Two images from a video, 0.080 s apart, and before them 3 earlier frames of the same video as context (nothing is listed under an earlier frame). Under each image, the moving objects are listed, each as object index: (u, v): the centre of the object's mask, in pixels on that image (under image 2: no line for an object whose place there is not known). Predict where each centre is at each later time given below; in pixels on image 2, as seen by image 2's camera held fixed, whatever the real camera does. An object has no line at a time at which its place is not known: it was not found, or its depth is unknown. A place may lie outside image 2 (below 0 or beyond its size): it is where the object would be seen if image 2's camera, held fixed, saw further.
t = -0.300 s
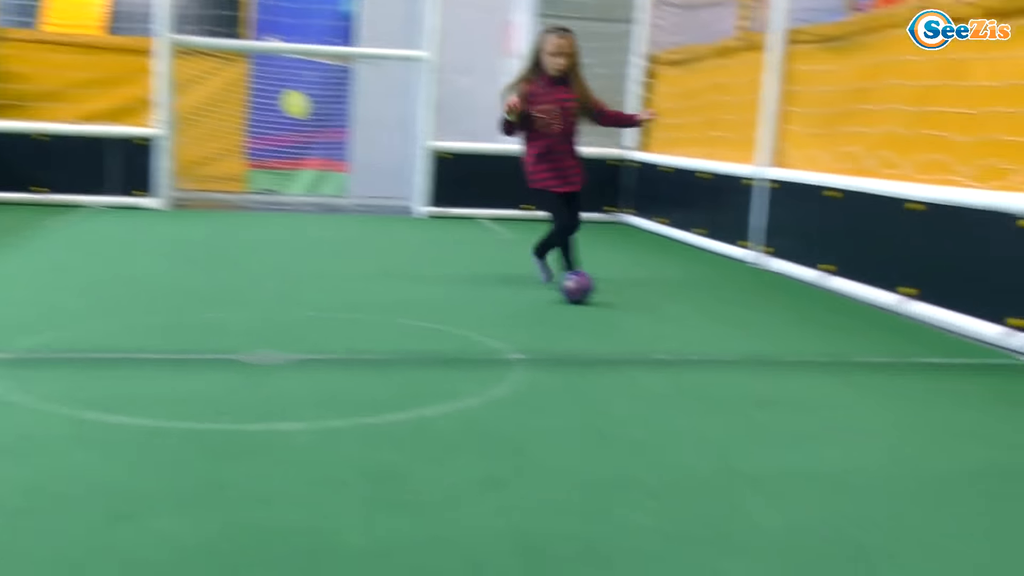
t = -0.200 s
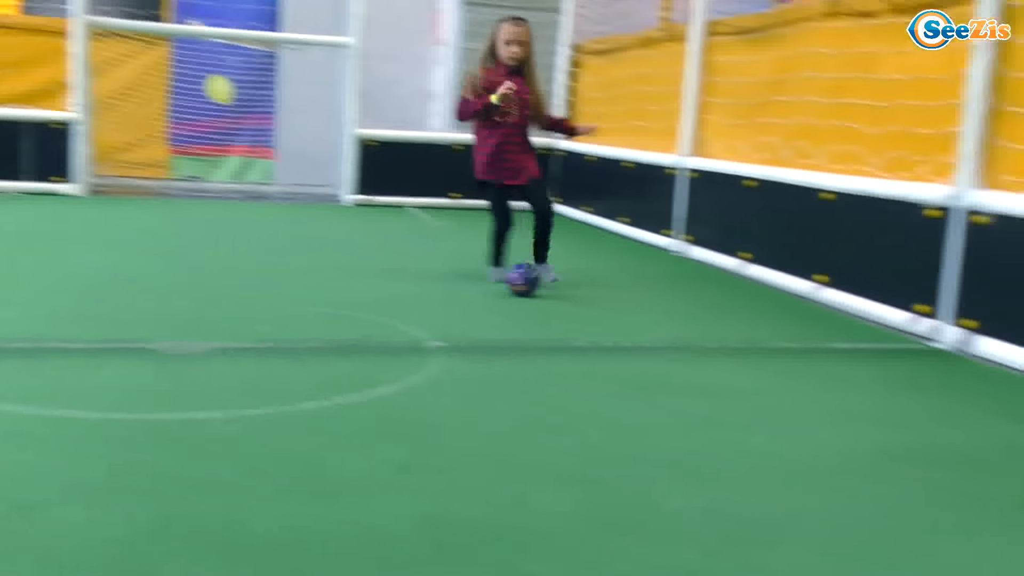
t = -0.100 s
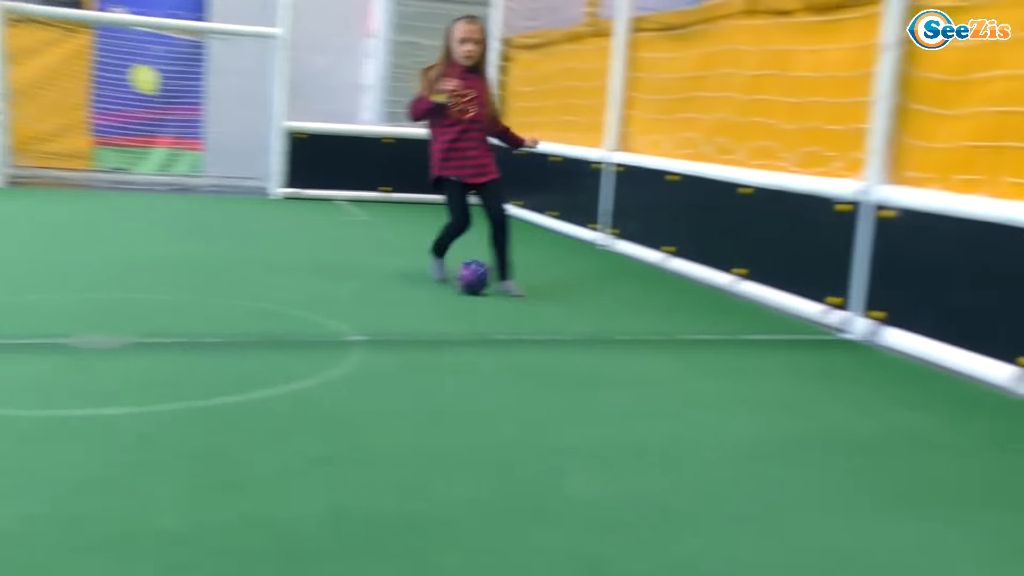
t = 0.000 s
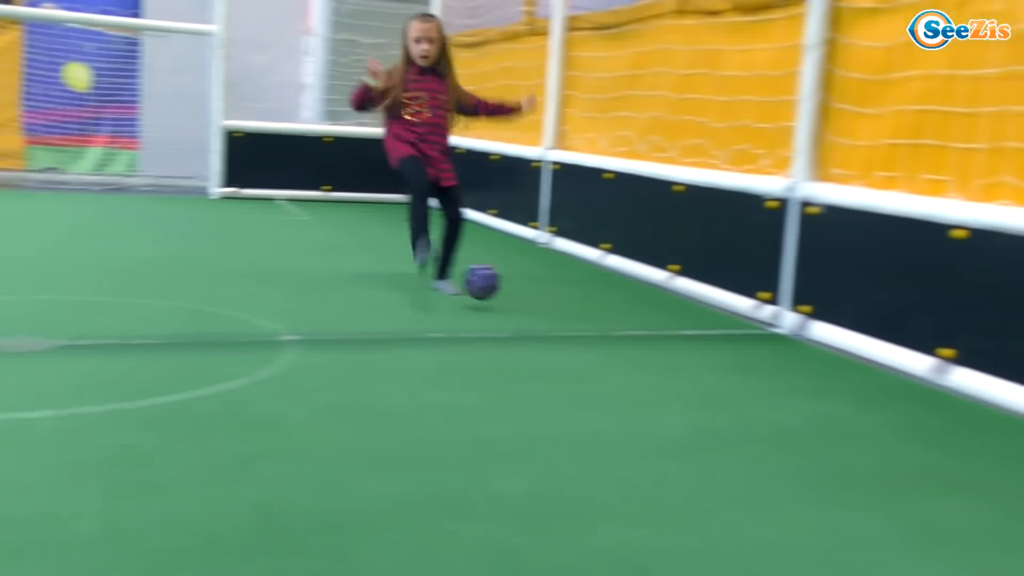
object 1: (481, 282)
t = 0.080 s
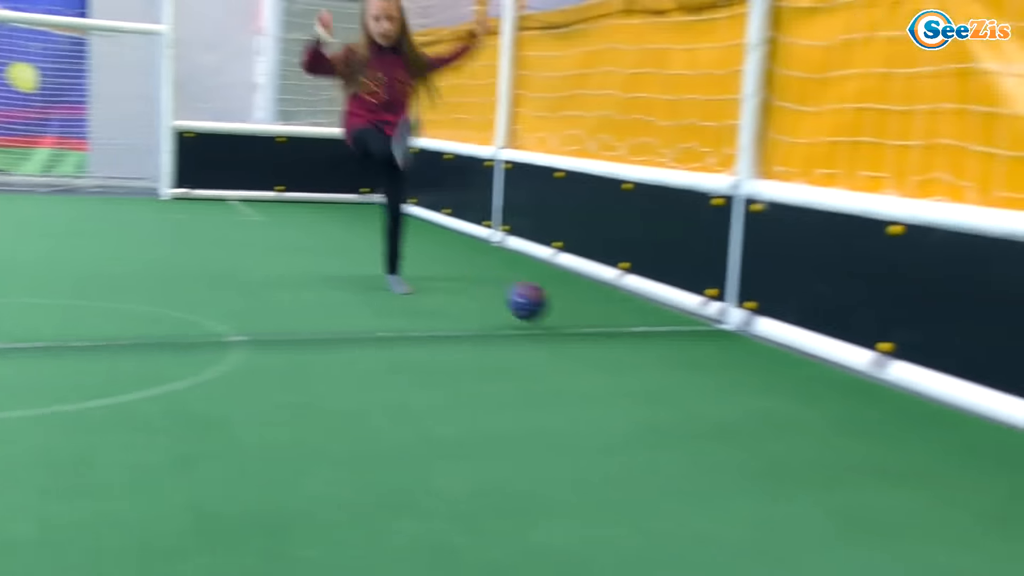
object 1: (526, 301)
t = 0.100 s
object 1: (554, 311)
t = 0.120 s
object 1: (580, 321)
